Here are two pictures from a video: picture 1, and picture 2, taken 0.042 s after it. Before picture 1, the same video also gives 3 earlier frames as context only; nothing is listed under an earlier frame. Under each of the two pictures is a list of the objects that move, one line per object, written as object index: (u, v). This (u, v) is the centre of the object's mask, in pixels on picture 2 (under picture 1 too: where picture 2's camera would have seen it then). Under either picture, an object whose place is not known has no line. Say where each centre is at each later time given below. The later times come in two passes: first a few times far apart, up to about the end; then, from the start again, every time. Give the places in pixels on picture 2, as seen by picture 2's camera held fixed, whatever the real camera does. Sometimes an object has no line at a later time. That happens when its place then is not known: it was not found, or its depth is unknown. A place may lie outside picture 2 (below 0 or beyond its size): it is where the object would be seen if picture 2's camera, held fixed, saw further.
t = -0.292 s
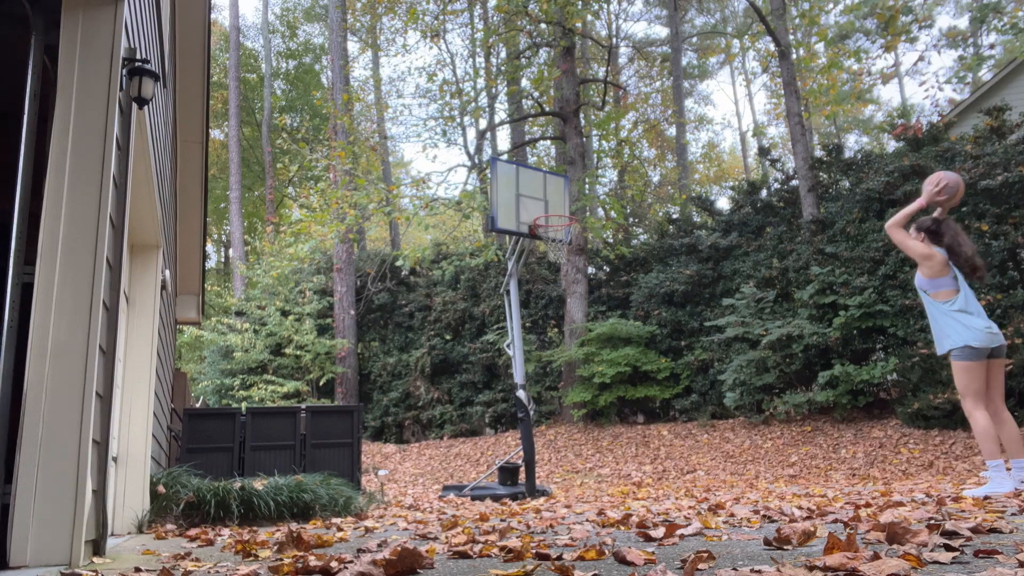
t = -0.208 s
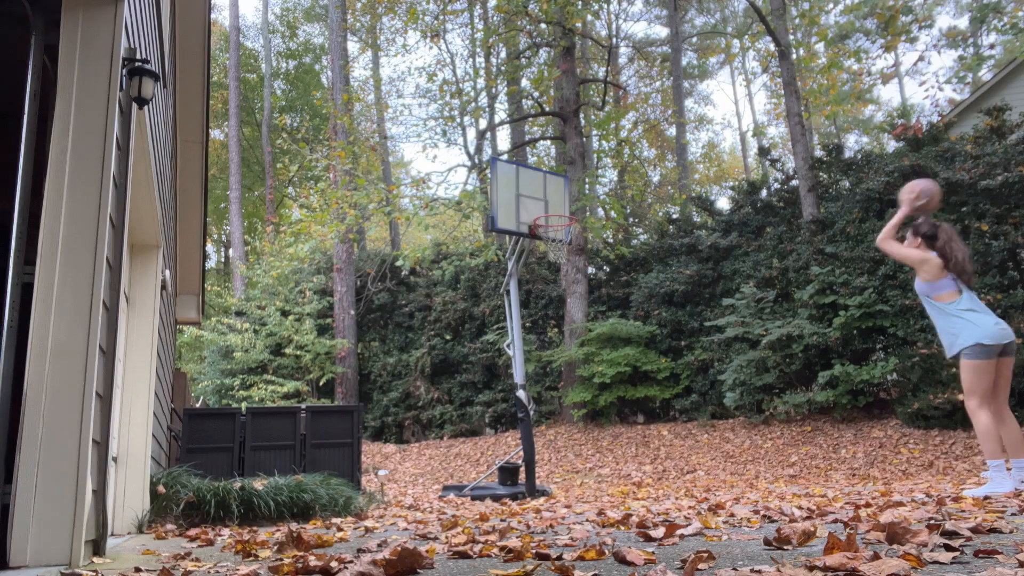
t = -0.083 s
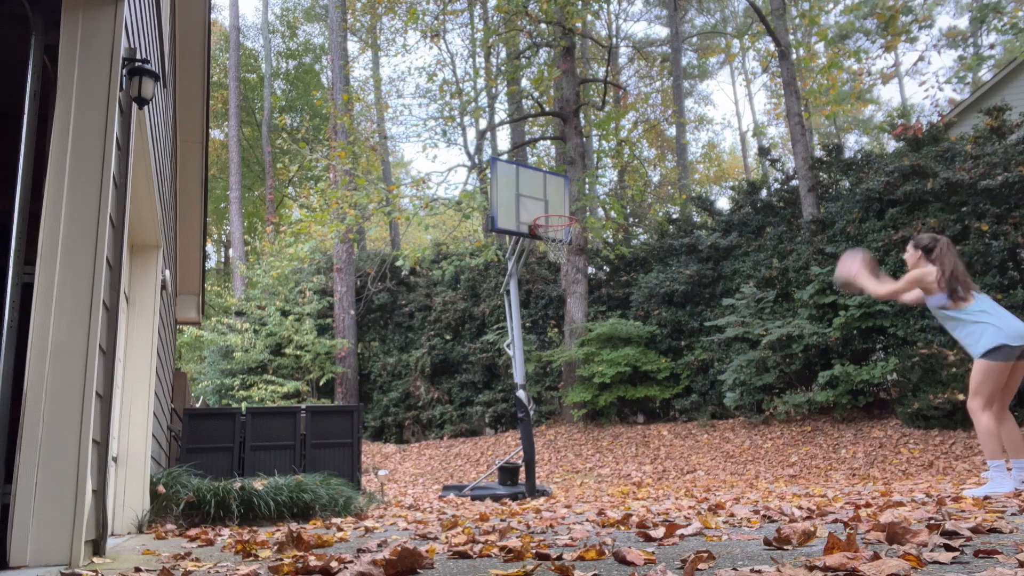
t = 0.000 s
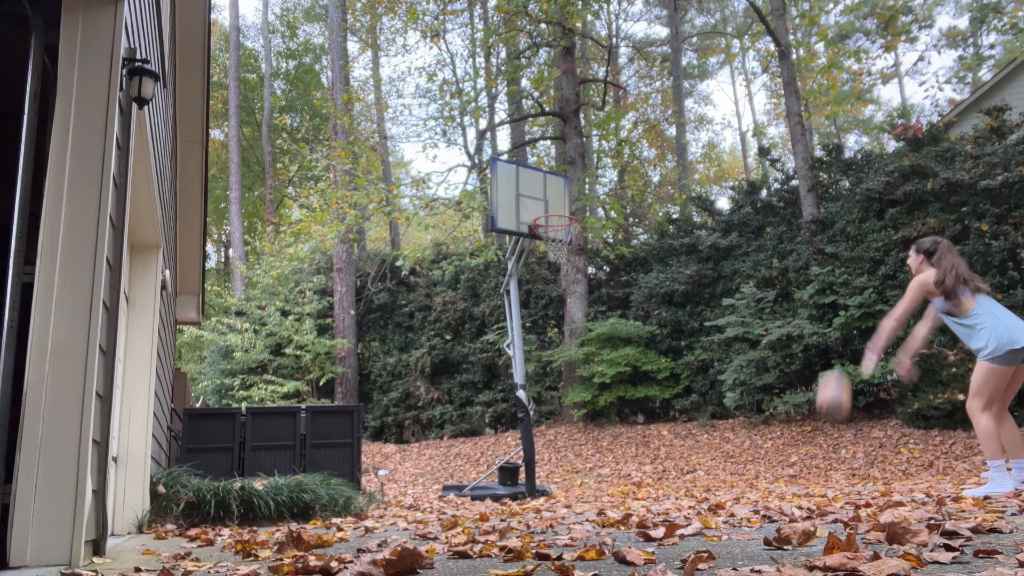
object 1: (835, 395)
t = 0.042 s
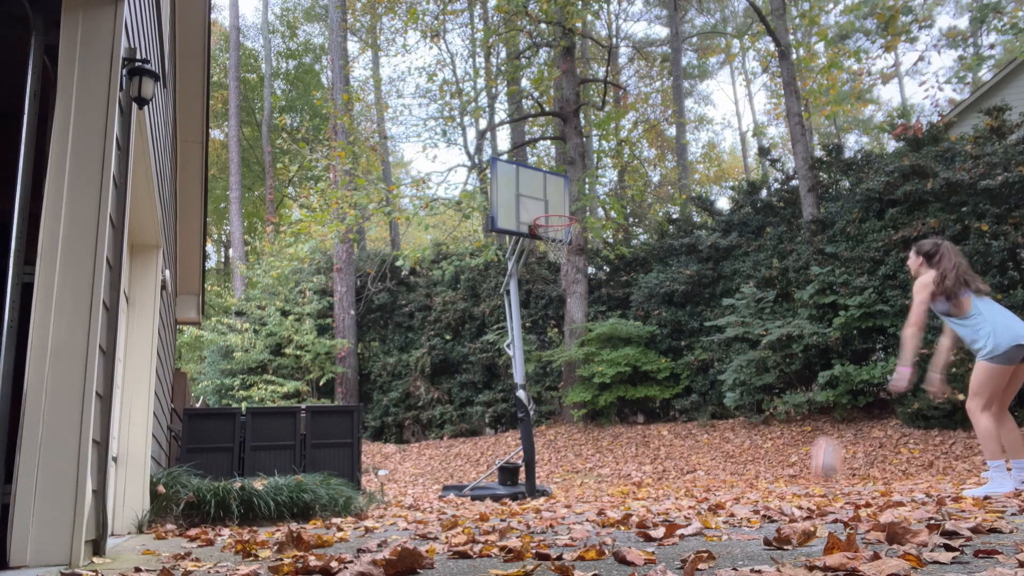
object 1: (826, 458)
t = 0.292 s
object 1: (733, 264)
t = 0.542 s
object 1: (671, 151)
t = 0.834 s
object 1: (622, 116)
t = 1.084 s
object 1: (591, 144)
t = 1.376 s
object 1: (560, 213)
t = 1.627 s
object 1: (546, 199)
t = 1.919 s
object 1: (553, 204)
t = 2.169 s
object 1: (554, 242)
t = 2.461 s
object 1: (564, 366)
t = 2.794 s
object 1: (564, 400)
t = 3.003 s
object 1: (556, 315)
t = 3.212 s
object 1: (551, 280)
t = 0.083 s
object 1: (812, 451)
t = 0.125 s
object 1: (794, 405)
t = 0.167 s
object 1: (778, 365)
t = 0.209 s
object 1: (762, 328)
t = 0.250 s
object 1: (747, 293)
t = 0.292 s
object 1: (733, 264)
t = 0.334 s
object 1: (721, 240)
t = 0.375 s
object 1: (710, 216)
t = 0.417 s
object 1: (699, 196)
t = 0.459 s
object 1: (689, 178)
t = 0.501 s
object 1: (680, 164)
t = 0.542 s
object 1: (671, 151)
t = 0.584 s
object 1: (663, 141)
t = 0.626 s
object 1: (655, 132)
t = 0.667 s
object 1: (648, 126)
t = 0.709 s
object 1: (641, 121)
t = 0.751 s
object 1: (634, 117)
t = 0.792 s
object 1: (628, 116)
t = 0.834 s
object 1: (622, 116)
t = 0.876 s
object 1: (616, 117)
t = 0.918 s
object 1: (611, 120)
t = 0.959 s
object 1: (605, 124)
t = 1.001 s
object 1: (600, 129)
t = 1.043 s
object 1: (596, 136)
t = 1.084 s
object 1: (591, 144)
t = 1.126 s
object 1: (587, 153)
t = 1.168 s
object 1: (583, 163)
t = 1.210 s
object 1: (579, 175)
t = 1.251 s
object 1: (576, 188)
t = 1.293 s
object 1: (572, 202)
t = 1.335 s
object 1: (569, 213)
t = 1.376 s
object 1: (560, 213)
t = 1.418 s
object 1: (552, 215)
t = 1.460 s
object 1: (545, 213)
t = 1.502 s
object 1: (542, 206)
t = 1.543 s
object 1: (543, 204)
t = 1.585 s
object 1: (544, 200)
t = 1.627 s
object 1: (546, 199)
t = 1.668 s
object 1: (547, 198)
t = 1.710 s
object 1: (549, 199)
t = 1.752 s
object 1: (551, 201)
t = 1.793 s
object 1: (553, 205)
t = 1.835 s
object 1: (553, 204)
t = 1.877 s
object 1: (553, 204)
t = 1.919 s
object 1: (553, 204)
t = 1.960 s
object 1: (552, 207)
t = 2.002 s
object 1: (553, 210)
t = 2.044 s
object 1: (552, 216)
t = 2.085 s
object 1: (553, 223)
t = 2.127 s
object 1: (554, 232)
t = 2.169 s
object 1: (554, 242)
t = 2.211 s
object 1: (556, 254)
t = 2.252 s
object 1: (557, 268)
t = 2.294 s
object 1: (558, 284)
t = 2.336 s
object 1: (559, 302)
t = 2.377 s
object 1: (560, 321)
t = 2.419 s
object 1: (562, 341)
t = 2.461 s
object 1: (564, 366)
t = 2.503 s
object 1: (566, 392)
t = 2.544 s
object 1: (568, 419)
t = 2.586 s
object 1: (570, 449)
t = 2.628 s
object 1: (573, 484)
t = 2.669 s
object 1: (571, 473)
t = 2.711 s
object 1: (569, 446)
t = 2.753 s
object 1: (566, 421)
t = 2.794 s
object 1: (564, 400)
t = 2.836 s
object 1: (563, 378)
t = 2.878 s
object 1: (560, 360)
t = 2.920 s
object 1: (559, 343)
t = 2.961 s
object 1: (558, 328)
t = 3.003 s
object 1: (556, 315)
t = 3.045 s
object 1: (554, 305)
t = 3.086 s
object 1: (553, 296)
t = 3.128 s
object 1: (552, 289)
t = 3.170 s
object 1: (552, 284)
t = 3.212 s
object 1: (551, 280)
